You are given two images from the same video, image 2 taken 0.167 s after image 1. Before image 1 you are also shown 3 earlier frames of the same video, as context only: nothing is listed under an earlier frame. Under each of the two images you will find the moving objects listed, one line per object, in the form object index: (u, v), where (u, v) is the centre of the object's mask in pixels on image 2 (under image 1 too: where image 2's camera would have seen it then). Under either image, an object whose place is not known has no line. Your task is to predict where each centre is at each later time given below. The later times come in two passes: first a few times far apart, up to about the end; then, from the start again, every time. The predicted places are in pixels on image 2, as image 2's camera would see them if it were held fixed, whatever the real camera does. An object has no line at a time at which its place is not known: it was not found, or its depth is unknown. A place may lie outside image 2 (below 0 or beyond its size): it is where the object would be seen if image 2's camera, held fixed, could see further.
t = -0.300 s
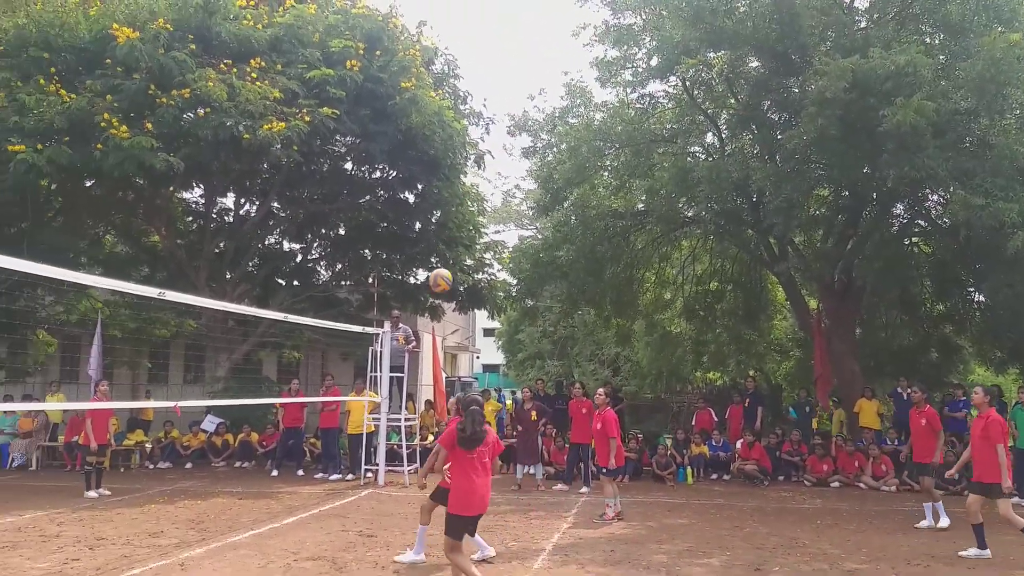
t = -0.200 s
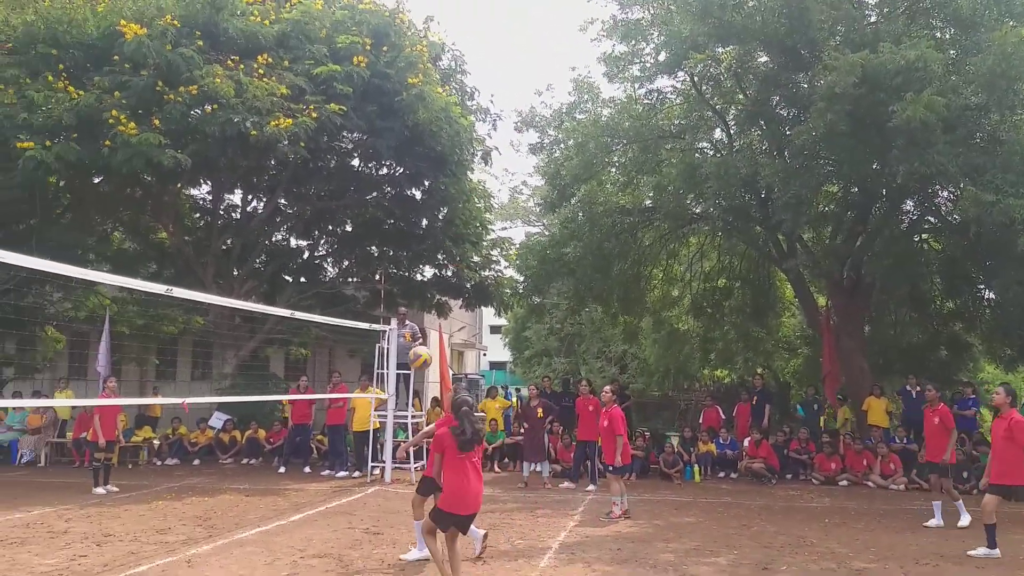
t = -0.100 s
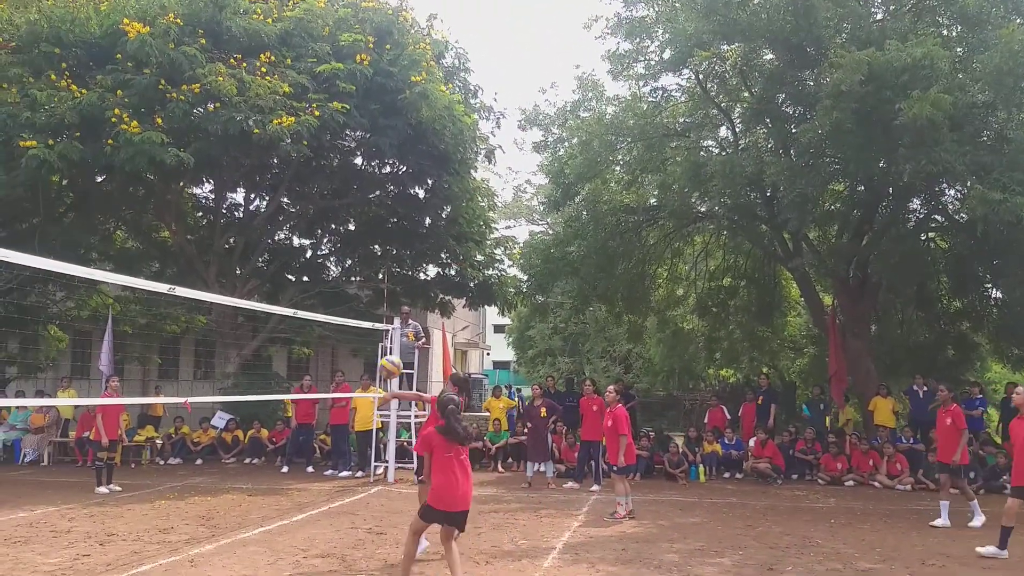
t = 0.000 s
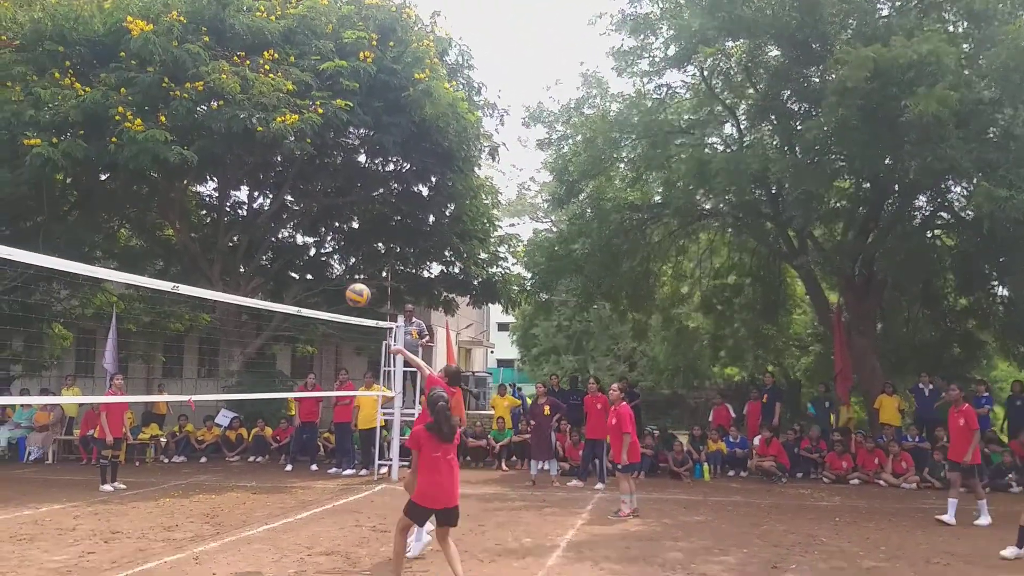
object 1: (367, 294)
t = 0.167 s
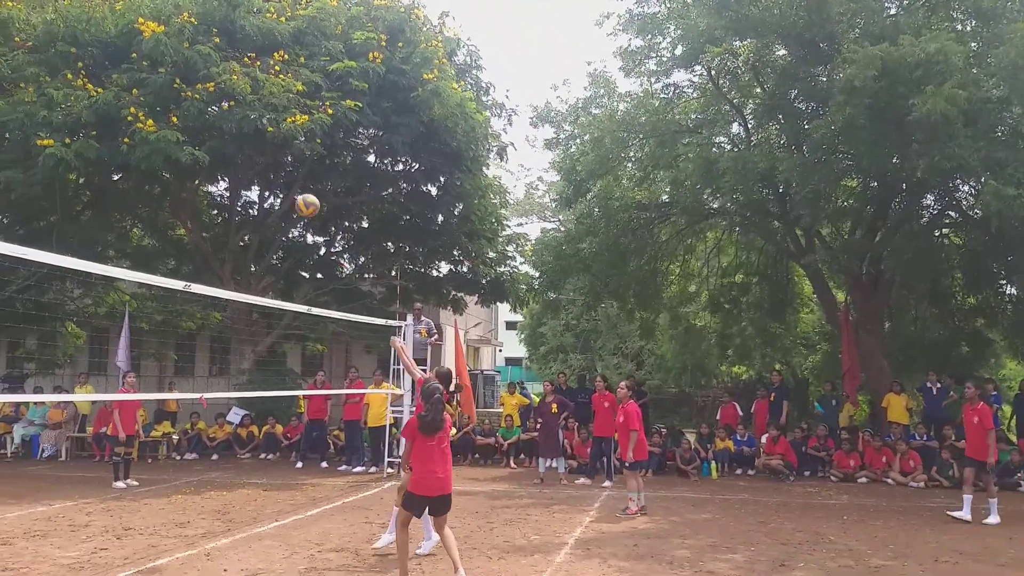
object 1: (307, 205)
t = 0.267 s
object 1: (272, 168)
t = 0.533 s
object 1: (178, 121)
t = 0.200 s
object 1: (296, 192)
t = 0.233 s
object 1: (284, 179)
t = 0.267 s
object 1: (272, 168)
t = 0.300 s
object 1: (260, 158)
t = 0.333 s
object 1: (247, 149)
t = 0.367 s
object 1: (235, 142)
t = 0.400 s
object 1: (223, 136)
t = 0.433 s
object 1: (211, 130)
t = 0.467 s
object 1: (201, 126)
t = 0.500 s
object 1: (190, 123)
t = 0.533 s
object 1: (178, 121)
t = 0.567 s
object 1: (167, 120)
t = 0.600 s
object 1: (155, 122)
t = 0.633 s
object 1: (143, 123)
